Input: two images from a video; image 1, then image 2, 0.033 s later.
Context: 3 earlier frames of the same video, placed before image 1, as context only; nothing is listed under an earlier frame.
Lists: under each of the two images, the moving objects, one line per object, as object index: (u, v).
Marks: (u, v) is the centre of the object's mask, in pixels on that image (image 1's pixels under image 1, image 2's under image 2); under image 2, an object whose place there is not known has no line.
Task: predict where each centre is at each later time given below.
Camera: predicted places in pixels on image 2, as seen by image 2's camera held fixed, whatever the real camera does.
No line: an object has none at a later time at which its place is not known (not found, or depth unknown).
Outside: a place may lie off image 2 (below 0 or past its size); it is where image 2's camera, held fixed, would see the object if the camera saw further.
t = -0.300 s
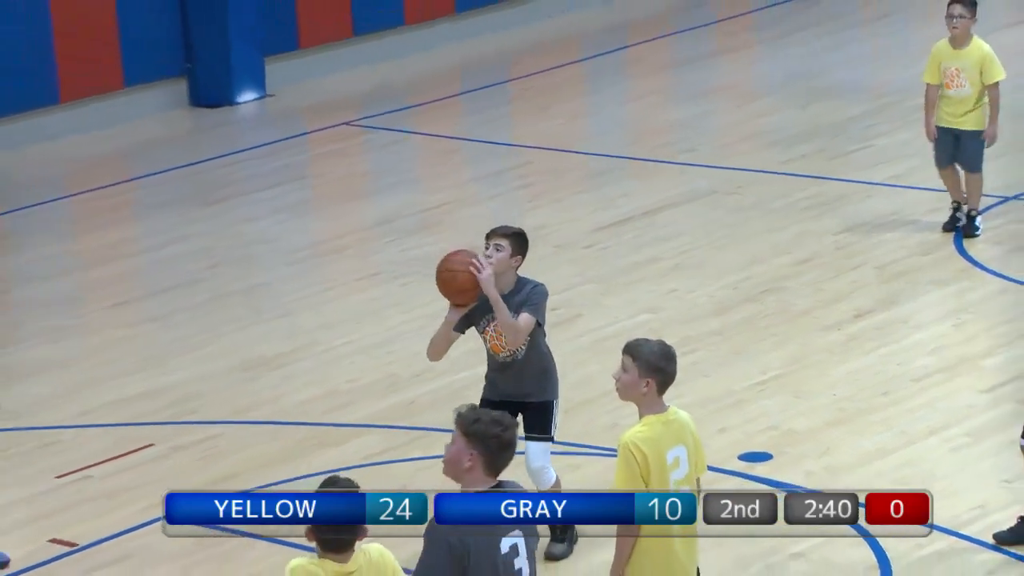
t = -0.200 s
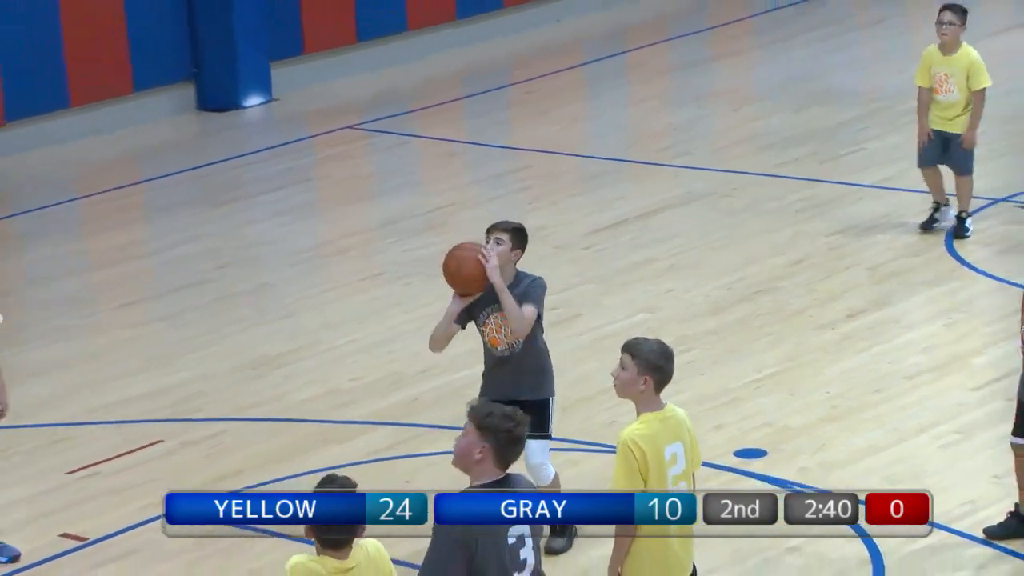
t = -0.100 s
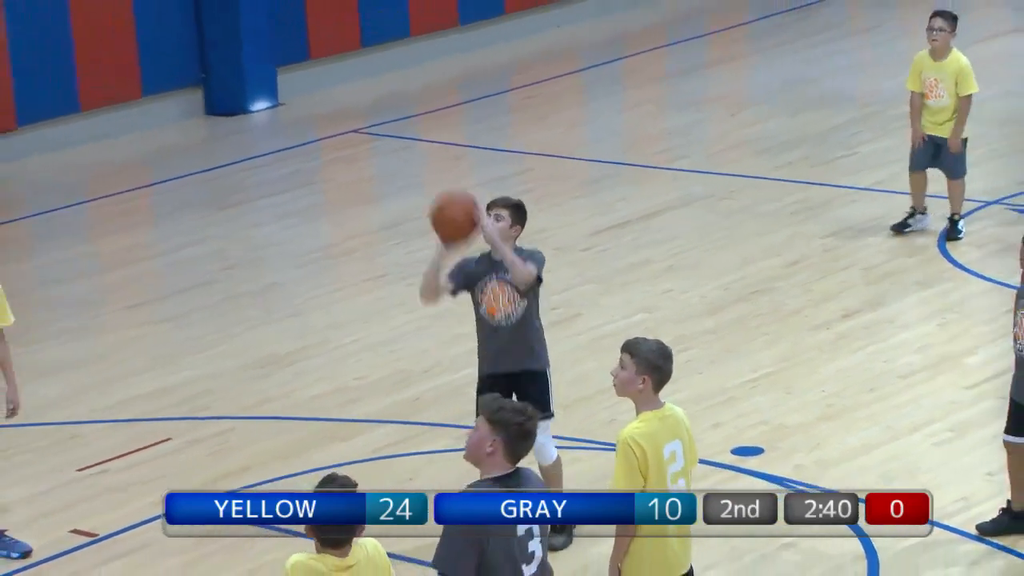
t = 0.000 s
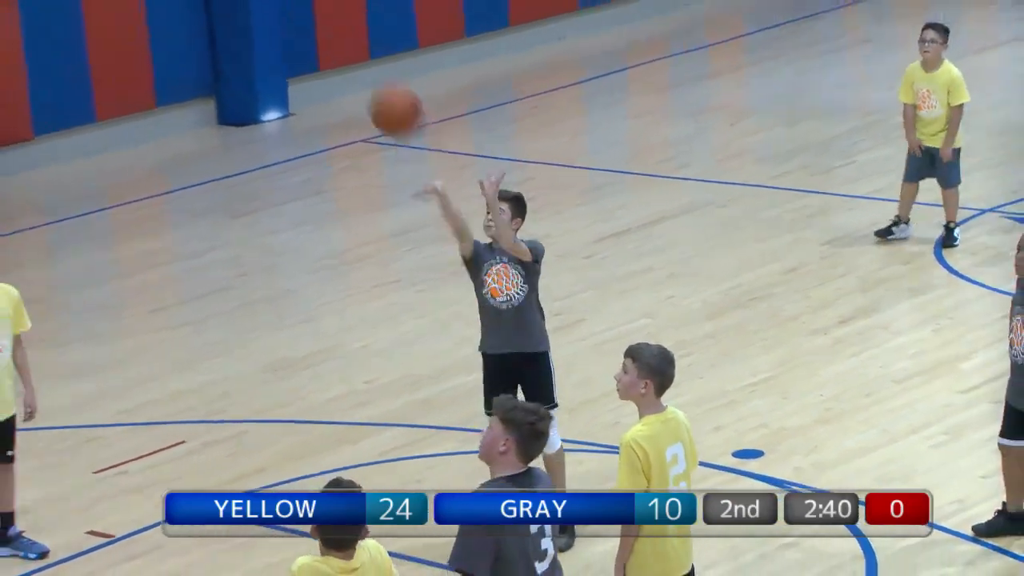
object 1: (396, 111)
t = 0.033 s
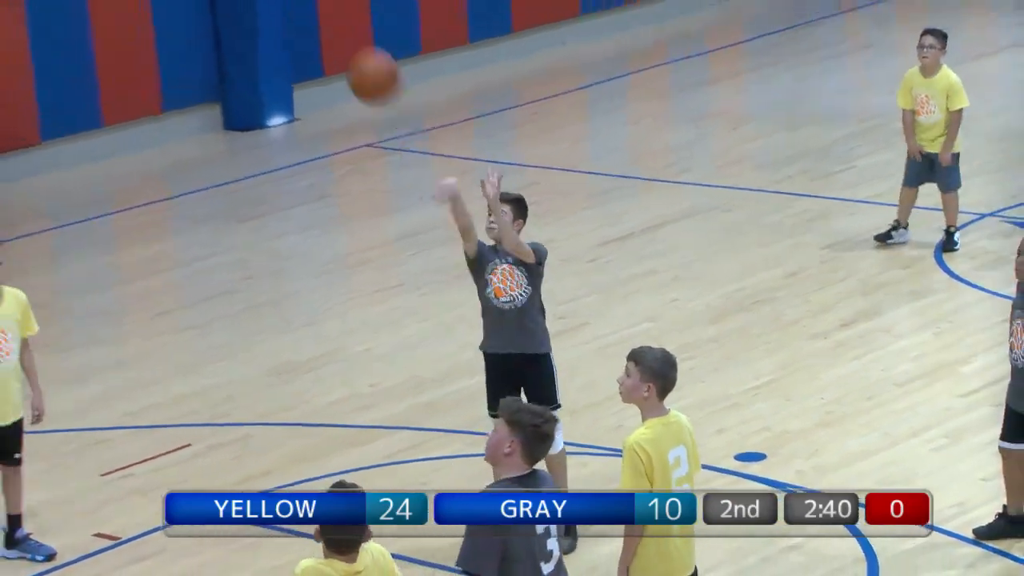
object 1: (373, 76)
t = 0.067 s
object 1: (348, 41)
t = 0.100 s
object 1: (321, 7)
